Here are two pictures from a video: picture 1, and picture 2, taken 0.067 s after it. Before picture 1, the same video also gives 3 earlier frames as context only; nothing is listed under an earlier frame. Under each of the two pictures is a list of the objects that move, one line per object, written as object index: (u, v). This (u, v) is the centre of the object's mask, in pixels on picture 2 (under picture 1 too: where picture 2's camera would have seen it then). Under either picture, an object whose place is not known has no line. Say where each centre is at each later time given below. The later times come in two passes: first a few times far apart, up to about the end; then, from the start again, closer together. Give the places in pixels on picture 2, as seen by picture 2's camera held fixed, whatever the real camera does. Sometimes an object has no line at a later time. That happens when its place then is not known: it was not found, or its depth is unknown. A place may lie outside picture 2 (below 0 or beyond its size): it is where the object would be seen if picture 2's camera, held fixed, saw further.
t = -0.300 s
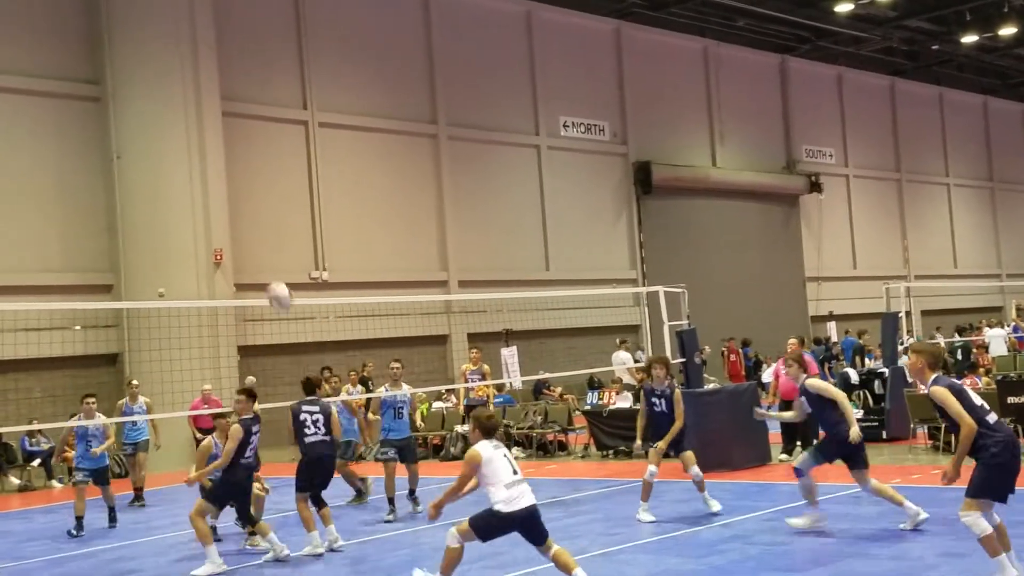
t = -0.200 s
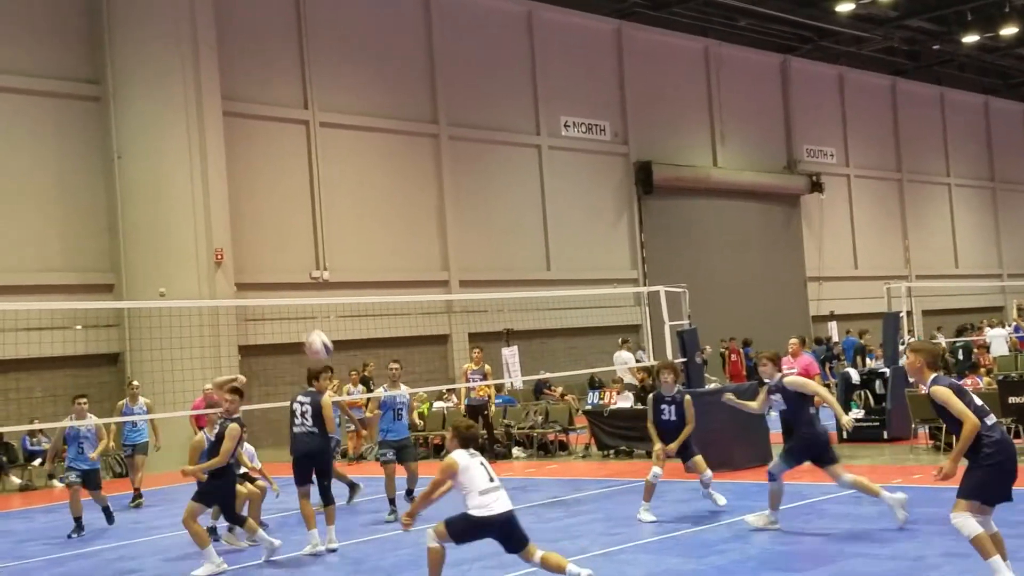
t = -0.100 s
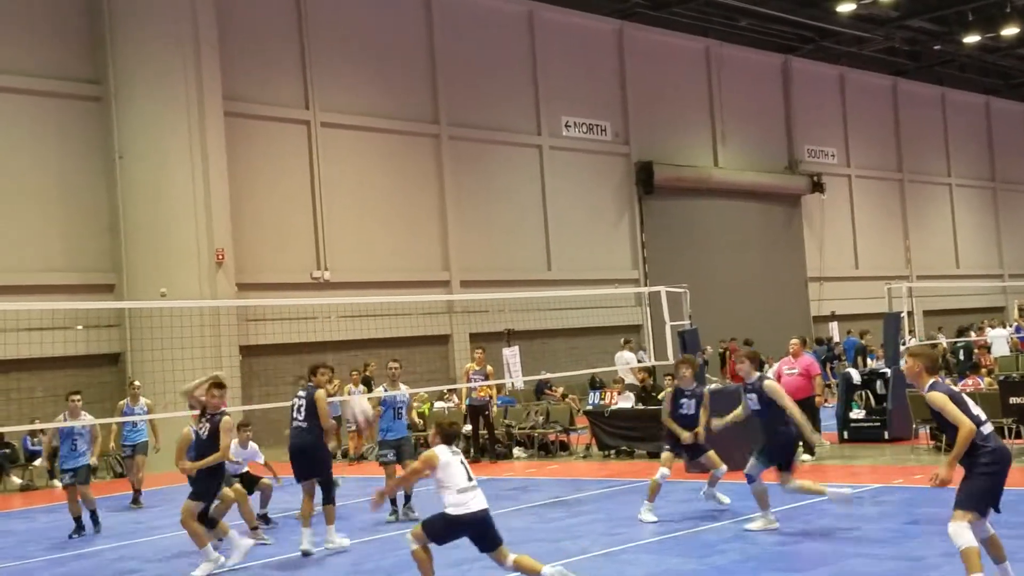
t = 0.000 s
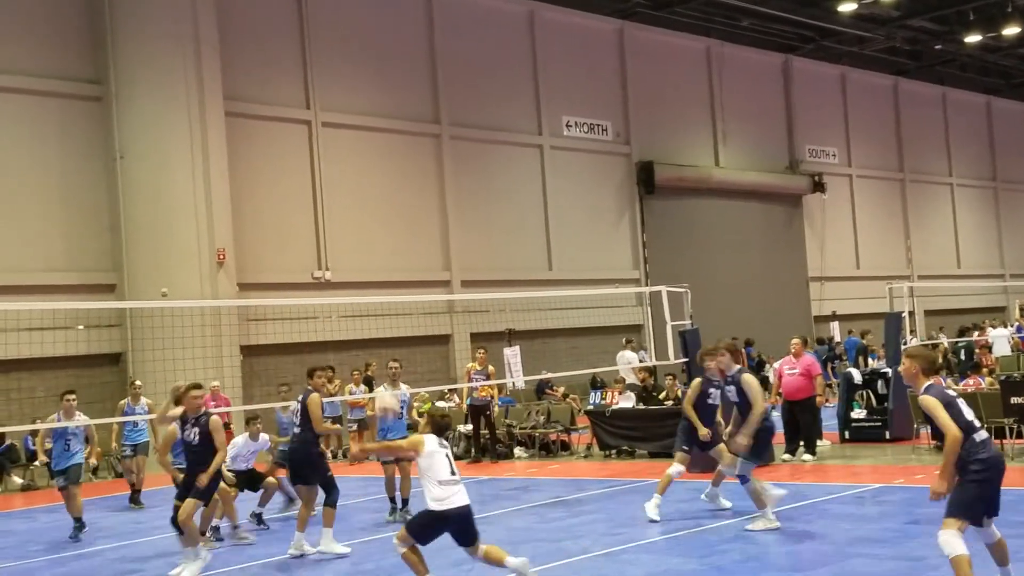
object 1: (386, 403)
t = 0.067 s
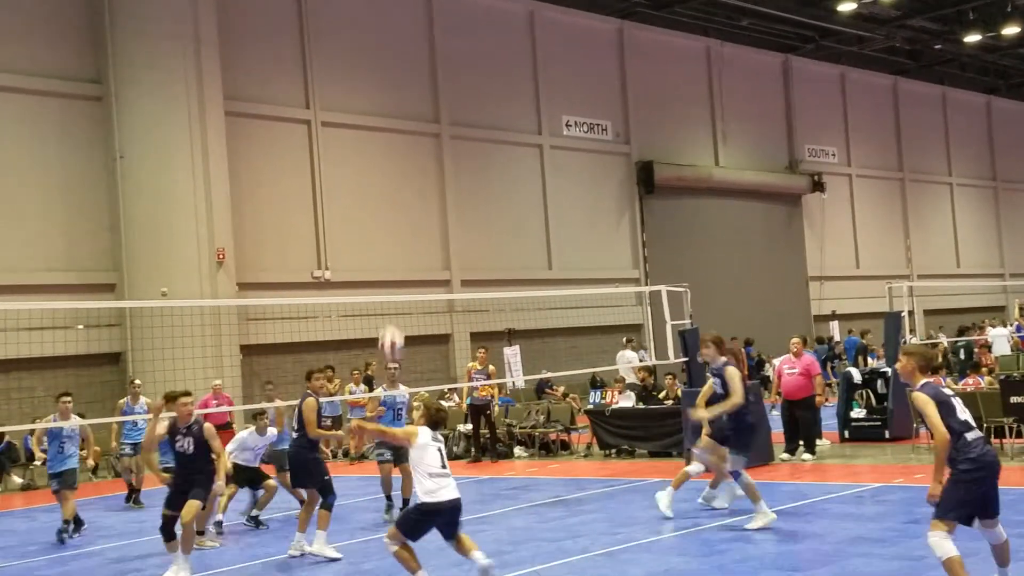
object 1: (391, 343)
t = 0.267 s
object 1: (407, 201)
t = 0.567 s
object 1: (436, 96)
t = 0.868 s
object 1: (470, 96)
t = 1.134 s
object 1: (502, 169)
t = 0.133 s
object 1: (396, 286)
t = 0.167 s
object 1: (399, 261)
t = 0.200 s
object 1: (402, 240)
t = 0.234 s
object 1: (405, 219)
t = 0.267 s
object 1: (407, 201)
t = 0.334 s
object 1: (414, 167)
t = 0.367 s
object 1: (417, 153)
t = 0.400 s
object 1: (419, 139)
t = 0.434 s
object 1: (422, 128)
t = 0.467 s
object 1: (426, 116)
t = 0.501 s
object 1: (430, 109)
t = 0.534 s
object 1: (433, 102)
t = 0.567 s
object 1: (436, 96)
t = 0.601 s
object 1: (440, 91)
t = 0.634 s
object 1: (443, 87)
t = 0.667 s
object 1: (447, 85)
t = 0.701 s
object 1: (450, 84)
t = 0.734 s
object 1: (454, 84)
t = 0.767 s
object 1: (458, 84)
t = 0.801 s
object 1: (461, 87)
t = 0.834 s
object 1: (466, 91)
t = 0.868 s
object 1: (470, 96)
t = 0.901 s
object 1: (473, 101)
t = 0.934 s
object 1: (477, 108)
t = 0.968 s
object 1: (481, 116)
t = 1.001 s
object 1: (485, 124)
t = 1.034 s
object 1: (489, 133)
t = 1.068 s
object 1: (493, 144)
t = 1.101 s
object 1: (496, 155)
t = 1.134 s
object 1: (502, 169)
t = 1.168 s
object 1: (506, 182)
